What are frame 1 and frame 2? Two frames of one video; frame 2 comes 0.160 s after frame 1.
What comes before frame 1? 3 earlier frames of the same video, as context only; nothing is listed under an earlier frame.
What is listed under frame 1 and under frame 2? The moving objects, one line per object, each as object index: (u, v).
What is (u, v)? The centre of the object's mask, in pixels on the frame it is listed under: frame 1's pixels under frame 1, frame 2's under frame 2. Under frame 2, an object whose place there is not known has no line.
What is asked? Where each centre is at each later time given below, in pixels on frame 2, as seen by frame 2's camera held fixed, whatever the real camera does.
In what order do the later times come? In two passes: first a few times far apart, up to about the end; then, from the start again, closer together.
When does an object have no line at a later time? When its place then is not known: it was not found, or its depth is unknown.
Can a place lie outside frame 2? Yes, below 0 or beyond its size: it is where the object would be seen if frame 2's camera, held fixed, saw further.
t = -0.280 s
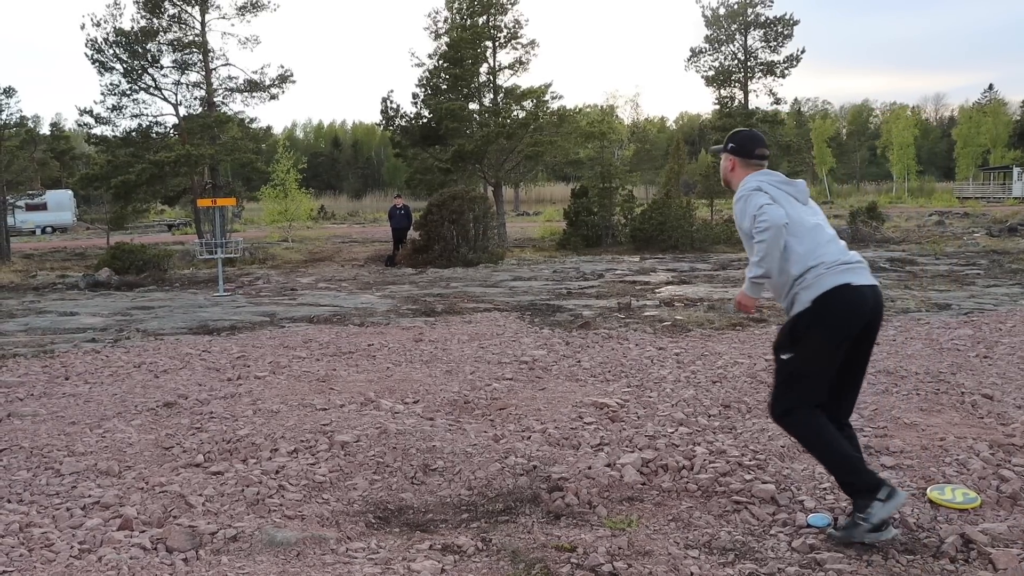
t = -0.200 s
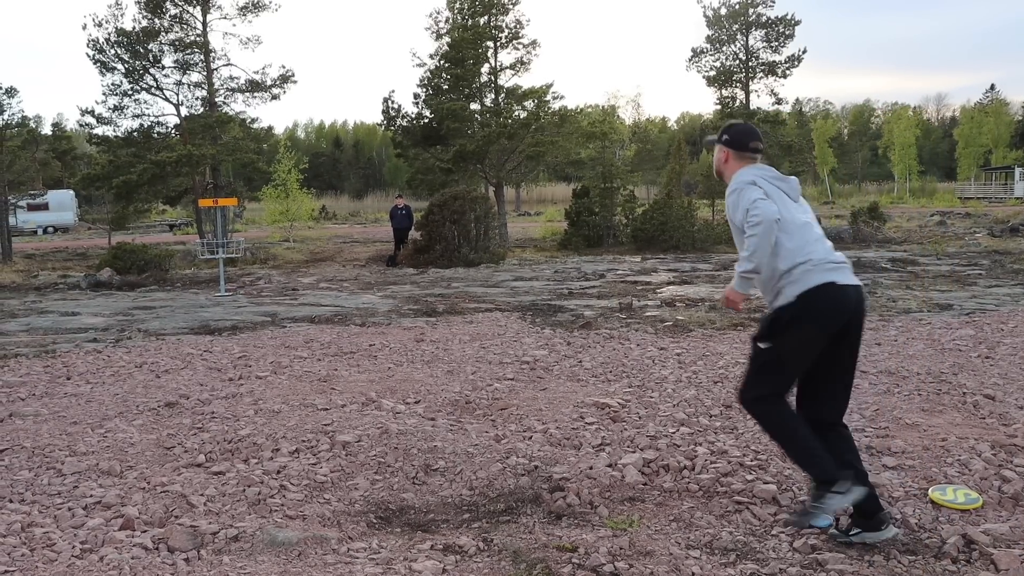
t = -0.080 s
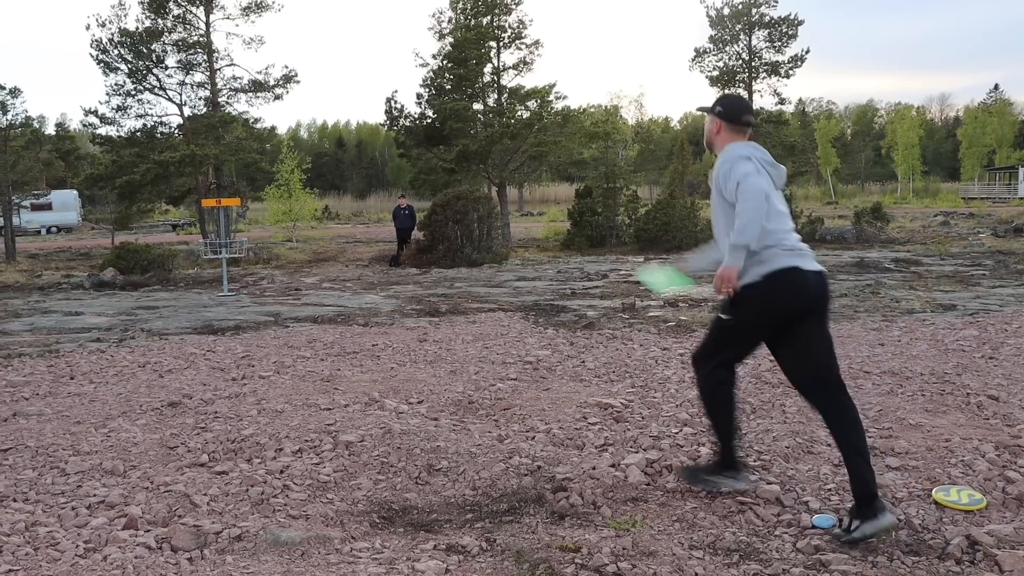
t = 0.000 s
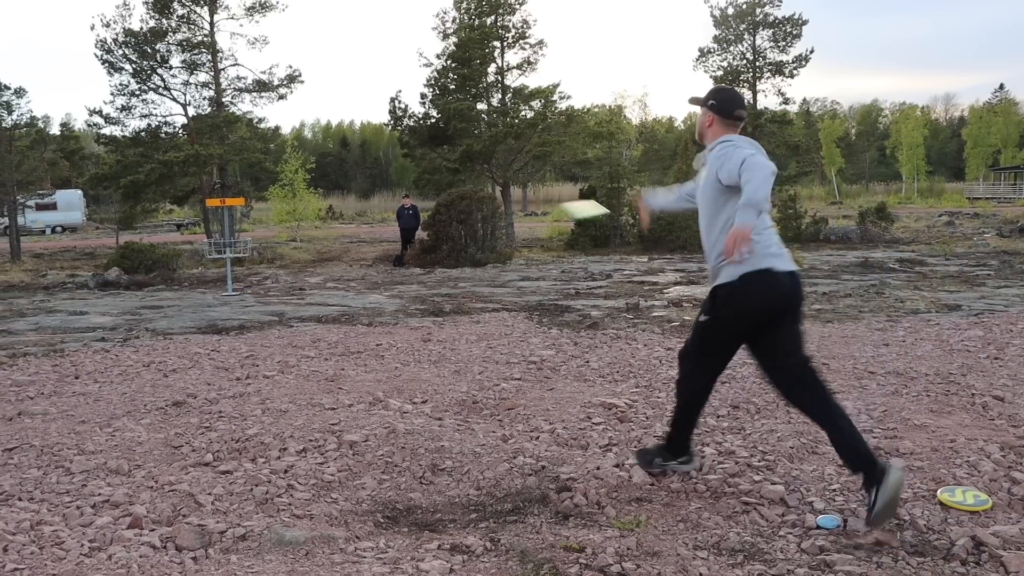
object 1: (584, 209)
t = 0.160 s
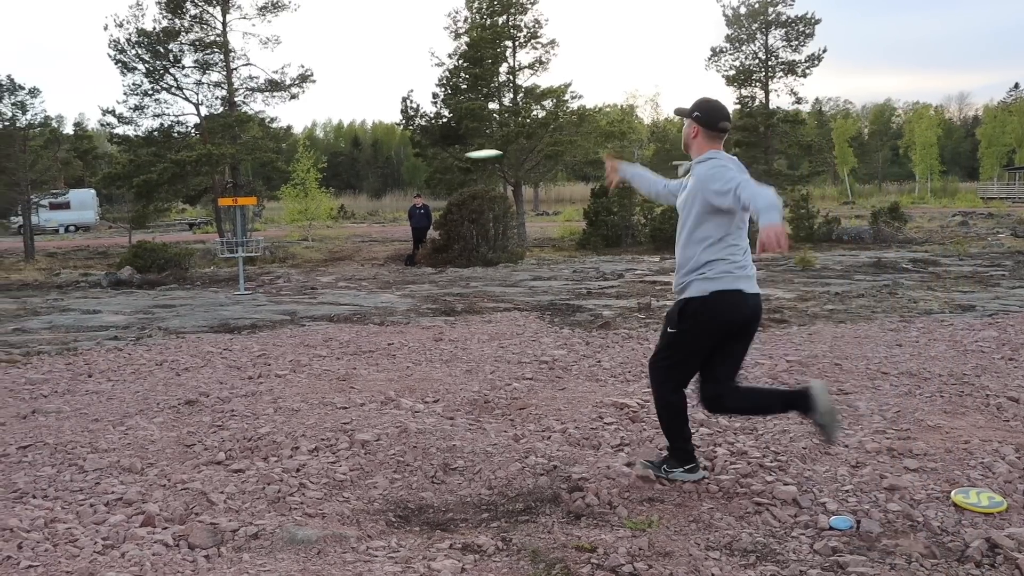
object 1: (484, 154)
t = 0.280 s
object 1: (433, 149)
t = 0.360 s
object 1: (408, 153)
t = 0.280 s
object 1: (433, 149)
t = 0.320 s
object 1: (418, 151)
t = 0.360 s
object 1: (408, 153)
